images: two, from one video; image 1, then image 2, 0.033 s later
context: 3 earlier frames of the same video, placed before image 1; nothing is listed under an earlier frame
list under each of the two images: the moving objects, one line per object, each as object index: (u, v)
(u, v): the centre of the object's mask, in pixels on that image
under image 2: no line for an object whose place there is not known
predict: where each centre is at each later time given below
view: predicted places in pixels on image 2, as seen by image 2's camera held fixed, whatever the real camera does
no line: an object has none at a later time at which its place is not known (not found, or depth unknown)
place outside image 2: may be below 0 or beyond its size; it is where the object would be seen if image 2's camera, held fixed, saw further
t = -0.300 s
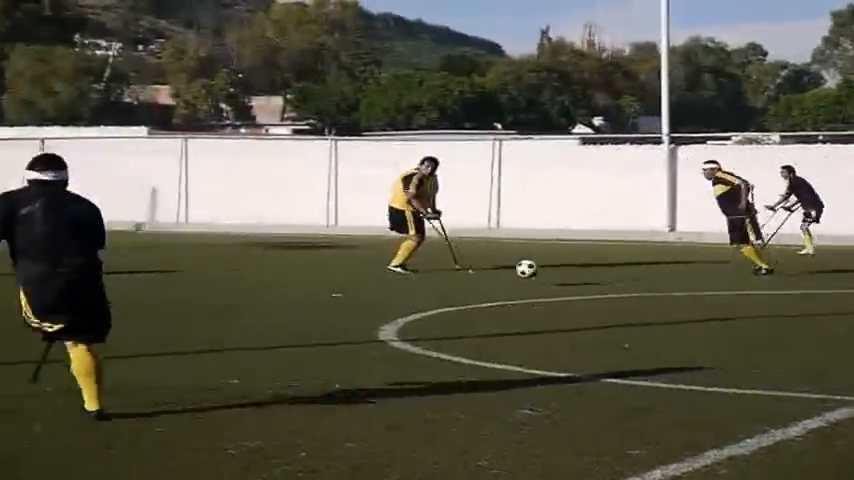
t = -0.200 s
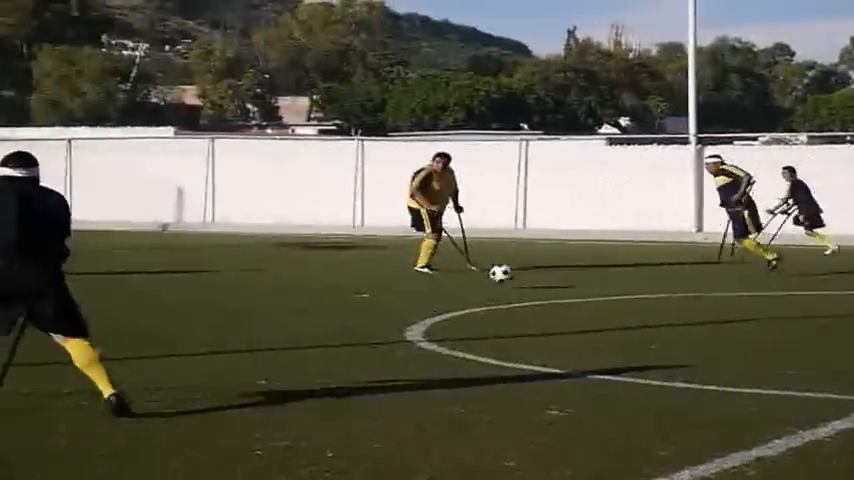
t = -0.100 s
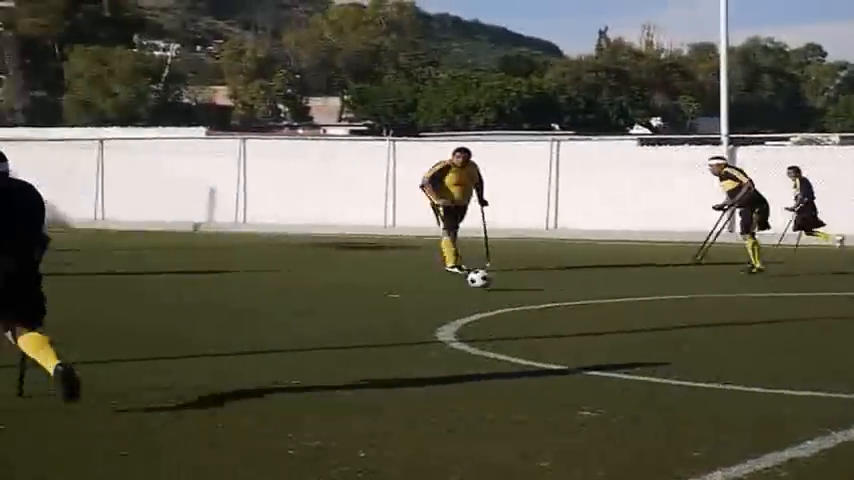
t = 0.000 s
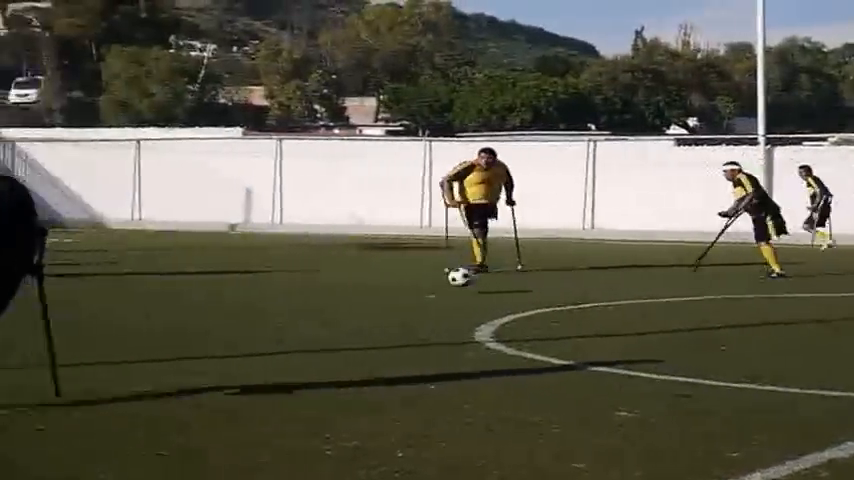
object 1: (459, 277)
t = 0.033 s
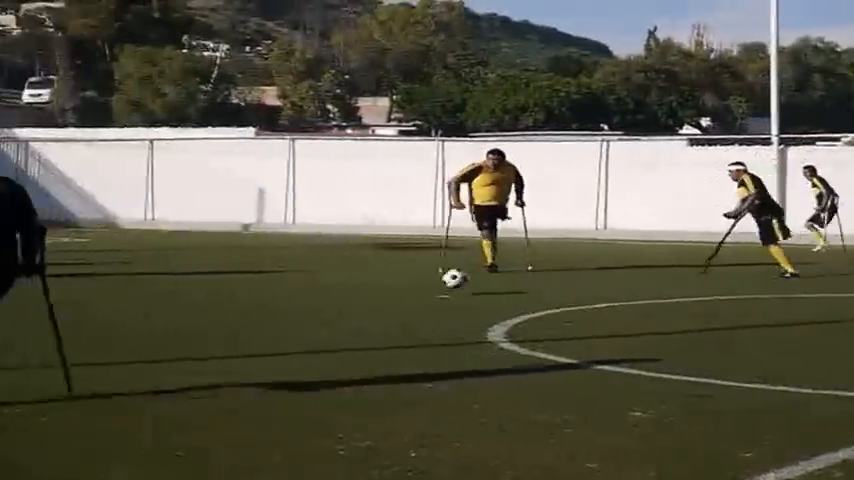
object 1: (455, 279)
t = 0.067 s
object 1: (435, 281)
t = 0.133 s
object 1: (398, 288)
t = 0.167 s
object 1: (380, 286)
